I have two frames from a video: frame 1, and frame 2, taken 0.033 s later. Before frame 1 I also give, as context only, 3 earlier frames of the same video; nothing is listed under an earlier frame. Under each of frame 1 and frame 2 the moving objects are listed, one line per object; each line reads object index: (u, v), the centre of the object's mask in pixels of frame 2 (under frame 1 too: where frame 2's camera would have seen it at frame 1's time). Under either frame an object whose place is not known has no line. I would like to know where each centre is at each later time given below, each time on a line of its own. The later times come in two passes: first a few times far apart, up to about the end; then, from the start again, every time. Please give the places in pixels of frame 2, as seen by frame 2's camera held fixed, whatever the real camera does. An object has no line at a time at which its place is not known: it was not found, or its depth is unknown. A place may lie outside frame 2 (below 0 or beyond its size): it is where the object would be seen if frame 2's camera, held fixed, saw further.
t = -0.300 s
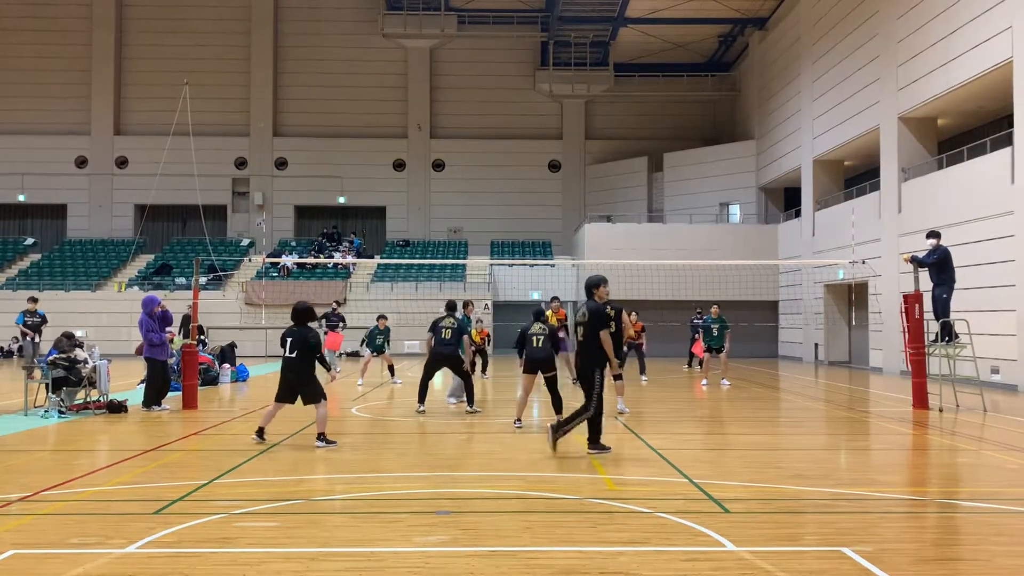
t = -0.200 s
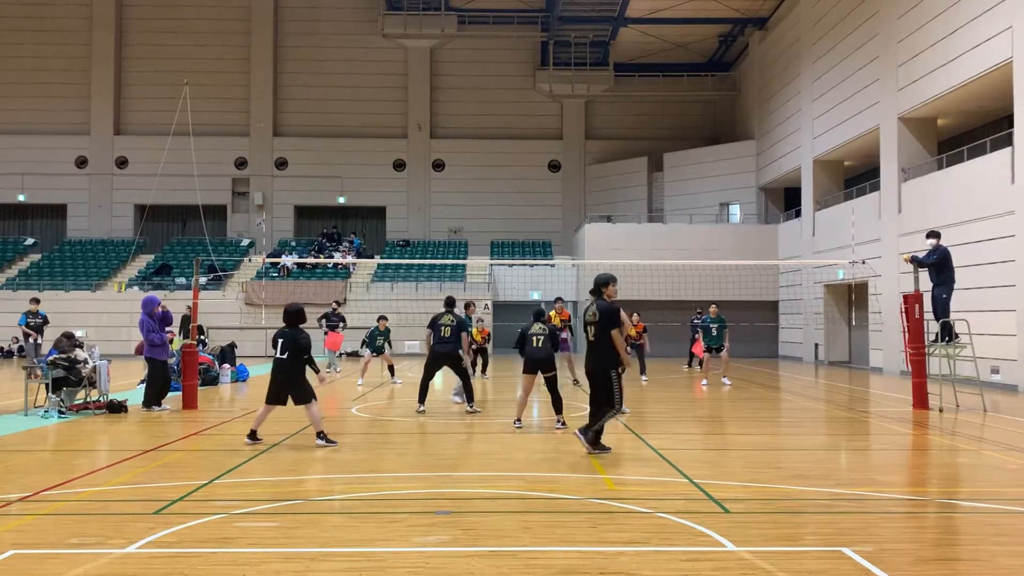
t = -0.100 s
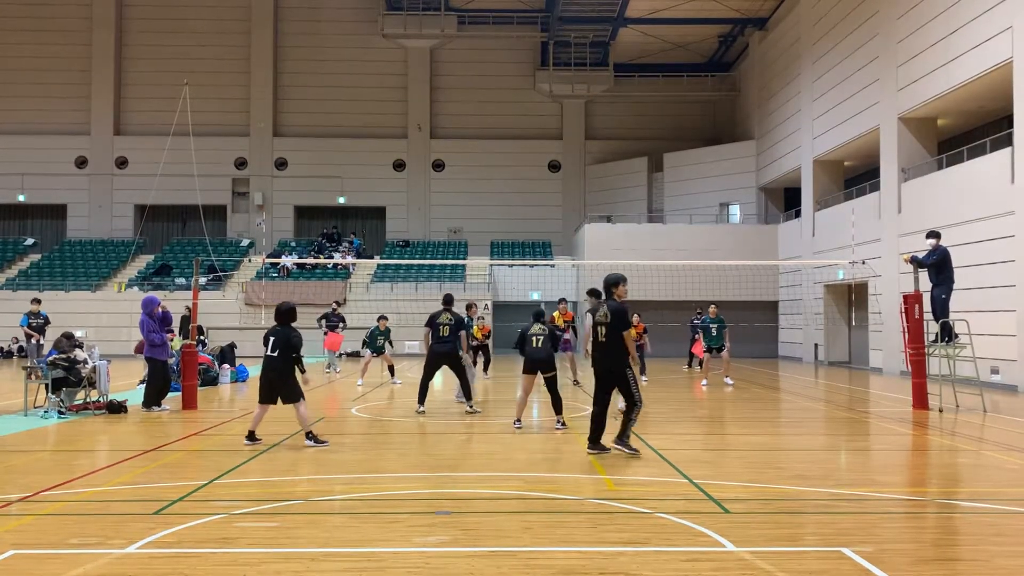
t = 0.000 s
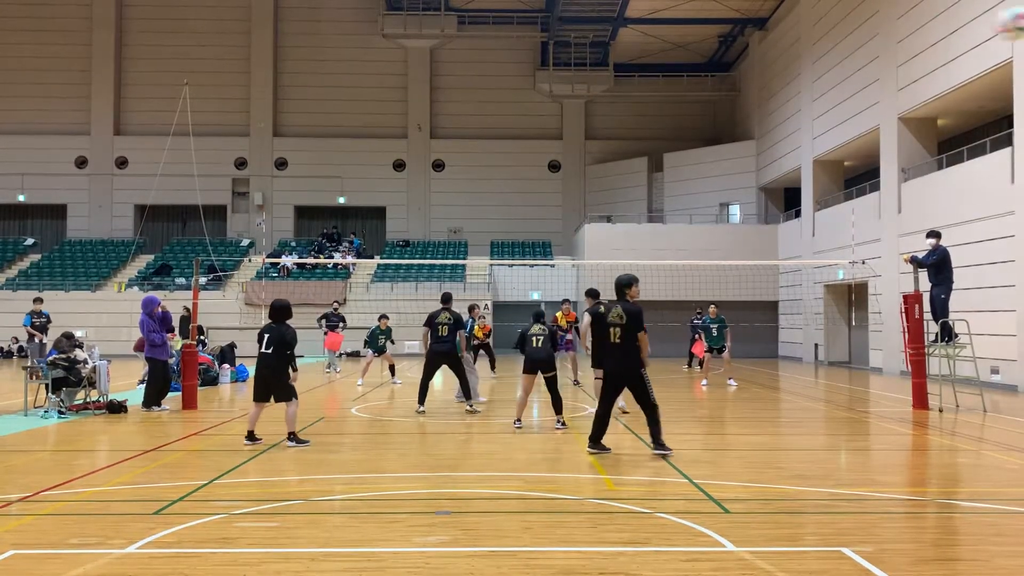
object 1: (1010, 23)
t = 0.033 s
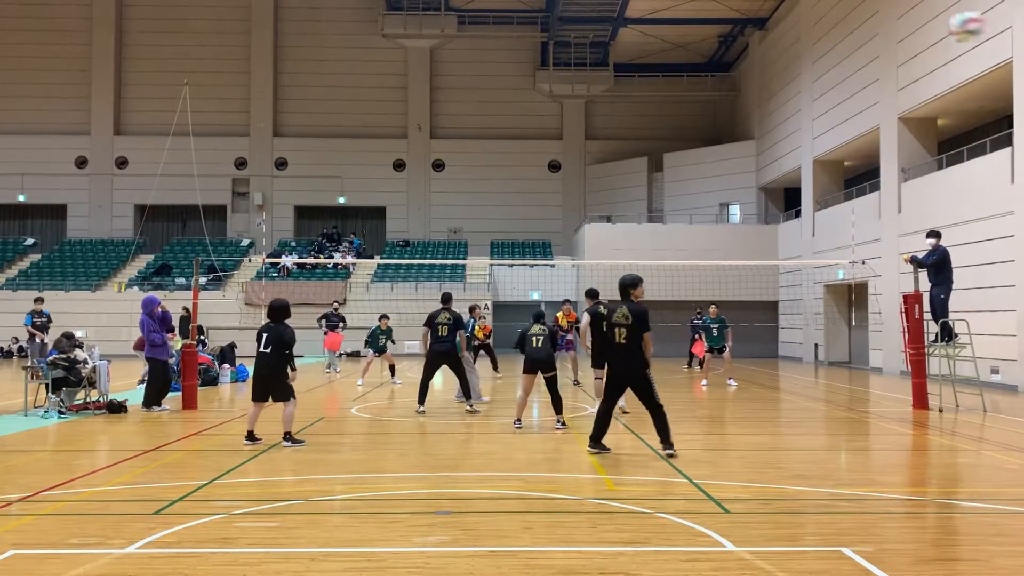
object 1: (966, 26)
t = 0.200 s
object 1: (809, 52)
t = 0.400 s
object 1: (703, 98)
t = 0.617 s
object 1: (635, 160)
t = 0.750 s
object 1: (606, 200)
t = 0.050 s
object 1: (947, 27)
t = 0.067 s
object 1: (926, 29)
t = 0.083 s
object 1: (907, 32)
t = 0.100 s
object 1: (892, 35)
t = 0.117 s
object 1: (875, 37)
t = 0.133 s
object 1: (860, 40)
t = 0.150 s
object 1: (847, 42)
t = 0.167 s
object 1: (834, 46)
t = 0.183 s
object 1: (820, 49)
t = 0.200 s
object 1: (809, 52)
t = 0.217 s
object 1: (797, 55)
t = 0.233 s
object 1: (787, 58)
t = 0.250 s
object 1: (777, 62)
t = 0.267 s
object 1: (767, 65)
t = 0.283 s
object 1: (757, 70)
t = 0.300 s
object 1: (748, 74)
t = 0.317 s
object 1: (740, 78)
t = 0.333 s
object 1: (732, 82)
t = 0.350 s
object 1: (724, 85)
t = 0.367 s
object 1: (717, 91)
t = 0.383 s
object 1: (709, 94)
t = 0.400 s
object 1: (703, 98)
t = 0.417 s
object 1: (696, 104)
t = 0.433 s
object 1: (689, 108)
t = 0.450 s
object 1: (684, 112)
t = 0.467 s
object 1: (677, 118)
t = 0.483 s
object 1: (672, 122)
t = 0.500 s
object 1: (667, 126)
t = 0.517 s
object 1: (662, 132)
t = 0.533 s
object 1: (656, 137)
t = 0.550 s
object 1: (652, 141)
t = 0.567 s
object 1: (648, 146)
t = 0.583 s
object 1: (643, 152)
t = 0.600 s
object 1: (639, 155)
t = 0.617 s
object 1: (635, 160)
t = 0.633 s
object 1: (631, 166)
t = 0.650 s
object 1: (626, 170)
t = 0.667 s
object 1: (623, 175)
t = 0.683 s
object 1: (619, 180)
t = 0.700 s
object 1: (615, 185)
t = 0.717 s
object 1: (612, 189)
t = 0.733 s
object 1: (608, 195)
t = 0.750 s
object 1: (606, 200)
